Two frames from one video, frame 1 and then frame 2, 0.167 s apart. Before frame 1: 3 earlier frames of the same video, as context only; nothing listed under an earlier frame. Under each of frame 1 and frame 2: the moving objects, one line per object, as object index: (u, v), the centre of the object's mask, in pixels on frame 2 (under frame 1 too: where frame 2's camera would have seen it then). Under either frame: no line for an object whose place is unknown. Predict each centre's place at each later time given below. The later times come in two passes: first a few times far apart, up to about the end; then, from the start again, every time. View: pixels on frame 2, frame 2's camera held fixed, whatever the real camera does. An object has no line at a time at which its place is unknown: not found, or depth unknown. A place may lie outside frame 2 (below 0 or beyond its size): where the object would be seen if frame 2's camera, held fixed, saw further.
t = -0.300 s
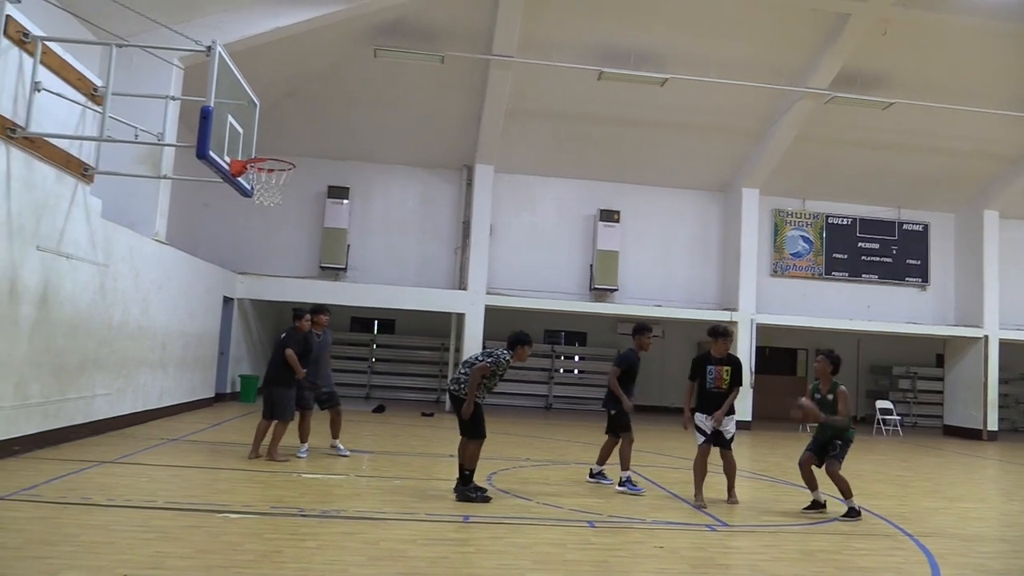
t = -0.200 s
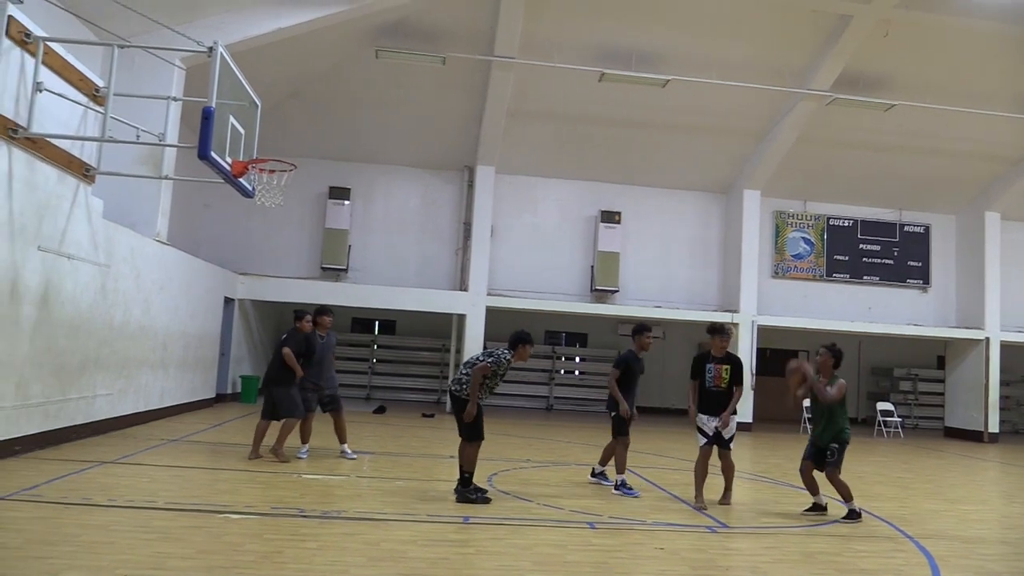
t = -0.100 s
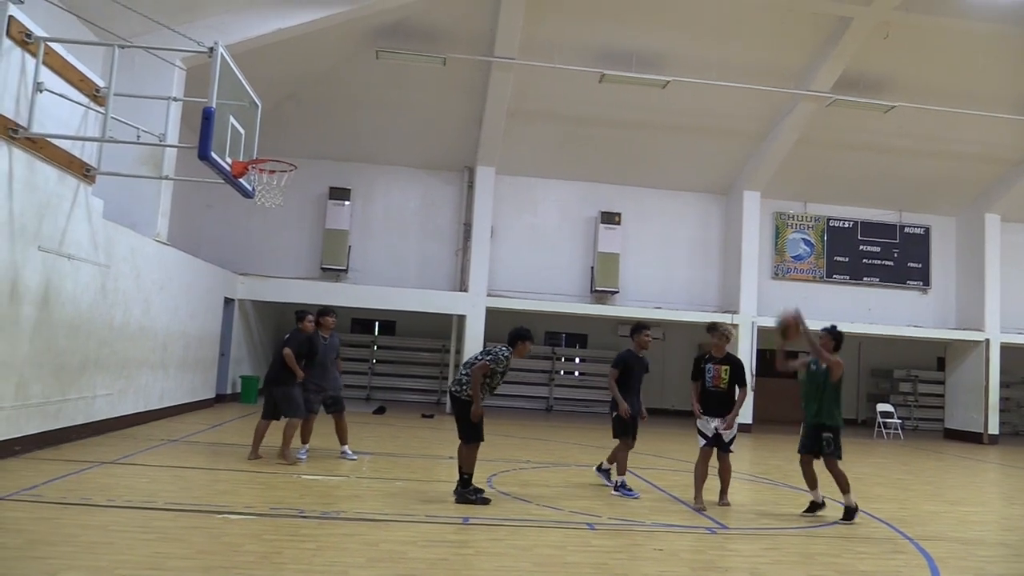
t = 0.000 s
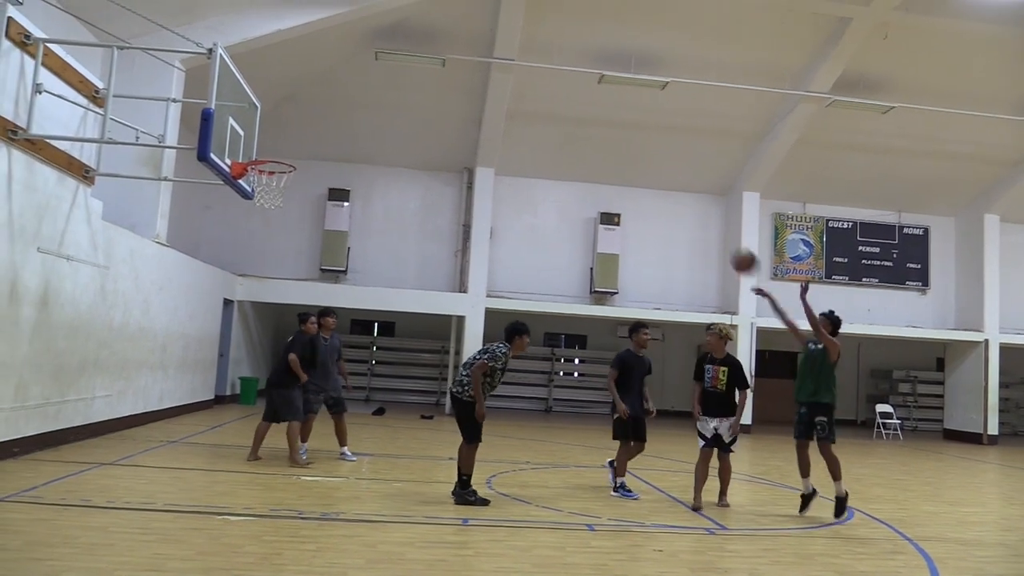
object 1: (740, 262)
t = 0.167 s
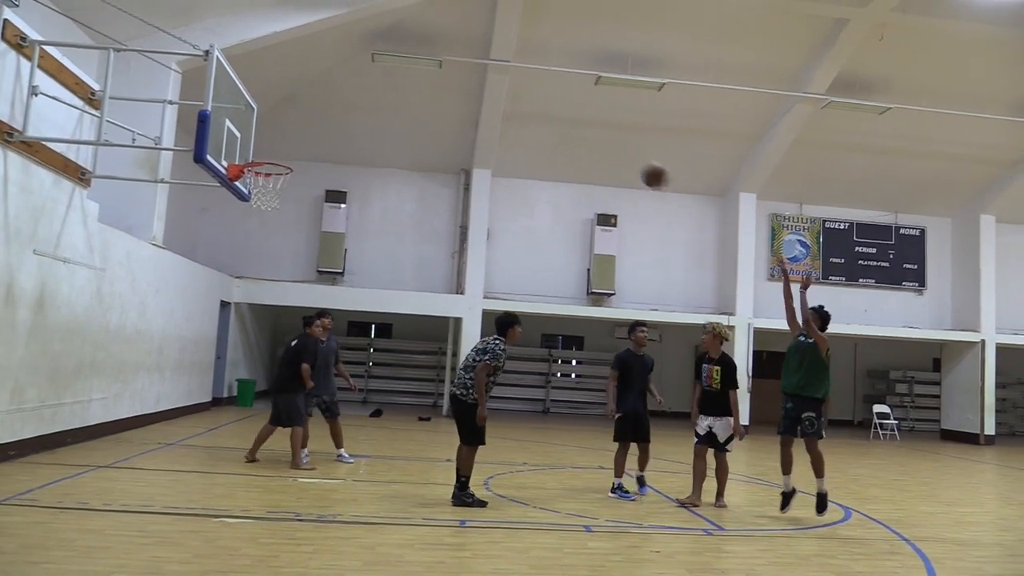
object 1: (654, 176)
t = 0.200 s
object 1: (637, 162)
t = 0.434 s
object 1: (523, 103)
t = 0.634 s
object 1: (428, 95)
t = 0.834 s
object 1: (337, 125)
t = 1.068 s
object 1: (259, 151)
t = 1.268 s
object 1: (272, 154)
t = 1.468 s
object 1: (301, 166)
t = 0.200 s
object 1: (637, 162)
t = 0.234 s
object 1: (621, 149)
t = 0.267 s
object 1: (604, 138)
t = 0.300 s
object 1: (587, 129)
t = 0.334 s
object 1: (571, 121)
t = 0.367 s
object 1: (555, 113)
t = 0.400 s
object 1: (539, 108)
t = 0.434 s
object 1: (523, 103)
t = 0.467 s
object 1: (508, 99)
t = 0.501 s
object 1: (492, 96)
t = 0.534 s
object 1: (476, 94)
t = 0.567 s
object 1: (459, 94)
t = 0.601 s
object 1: (444, 94)
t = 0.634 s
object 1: (428, 95)
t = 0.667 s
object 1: (413, 98)
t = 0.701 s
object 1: (398, 101)
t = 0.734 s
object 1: (383, 106)
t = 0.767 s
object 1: (368, 111)
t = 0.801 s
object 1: (352, 117)
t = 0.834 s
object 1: (337, 125)
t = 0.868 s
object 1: (322, 134)
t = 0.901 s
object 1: (307, 143)
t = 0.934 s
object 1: (292, 153)
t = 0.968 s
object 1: (282, 156)
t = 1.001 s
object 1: (274, 153)
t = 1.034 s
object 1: (266, 152)
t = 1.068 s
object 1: (259, 151)
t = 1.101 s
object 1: (251, 151)
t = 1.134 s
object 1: (244, 151)
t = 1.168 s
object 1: (250, 151)
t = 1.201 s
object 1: (257, 151)
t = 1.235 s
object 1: (264, 152)
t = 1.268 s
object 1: (272, 154)
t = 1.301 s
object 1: (279, 156)
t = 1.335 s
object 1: (285, 162)
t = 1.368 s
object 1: (290, 163)
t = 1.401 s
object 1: (294, 162)
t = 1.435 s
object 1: (298, 164)
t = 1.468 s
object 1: (301, 166)
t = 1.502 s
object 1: (305, 169)
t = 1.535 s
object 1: (308, 172)
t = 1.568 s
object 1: (311, 177)
